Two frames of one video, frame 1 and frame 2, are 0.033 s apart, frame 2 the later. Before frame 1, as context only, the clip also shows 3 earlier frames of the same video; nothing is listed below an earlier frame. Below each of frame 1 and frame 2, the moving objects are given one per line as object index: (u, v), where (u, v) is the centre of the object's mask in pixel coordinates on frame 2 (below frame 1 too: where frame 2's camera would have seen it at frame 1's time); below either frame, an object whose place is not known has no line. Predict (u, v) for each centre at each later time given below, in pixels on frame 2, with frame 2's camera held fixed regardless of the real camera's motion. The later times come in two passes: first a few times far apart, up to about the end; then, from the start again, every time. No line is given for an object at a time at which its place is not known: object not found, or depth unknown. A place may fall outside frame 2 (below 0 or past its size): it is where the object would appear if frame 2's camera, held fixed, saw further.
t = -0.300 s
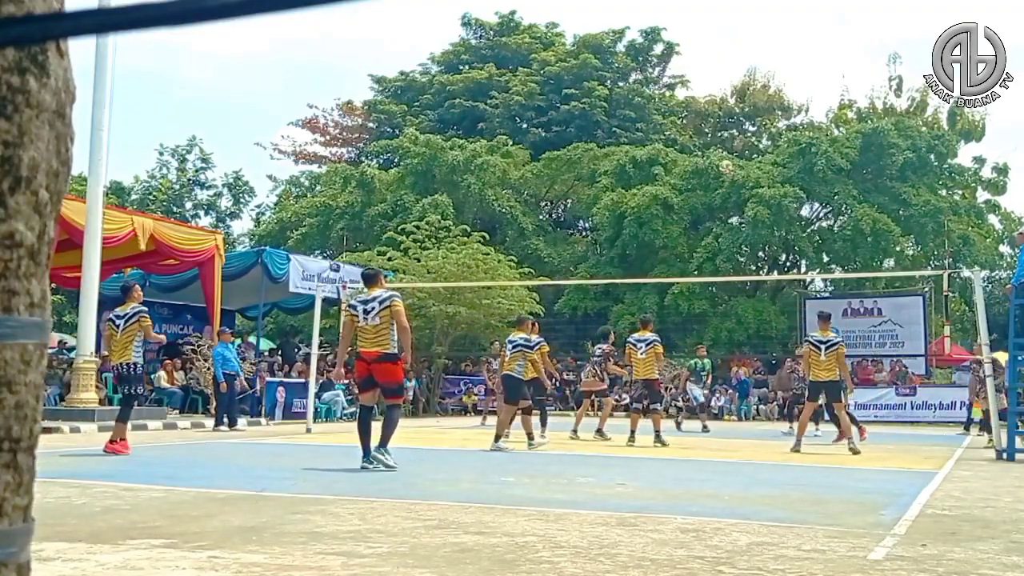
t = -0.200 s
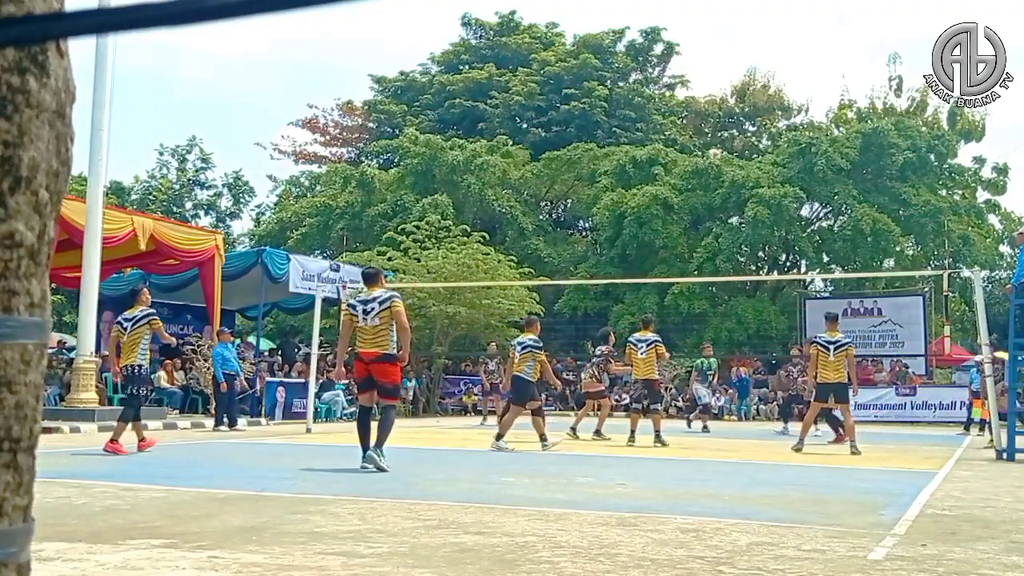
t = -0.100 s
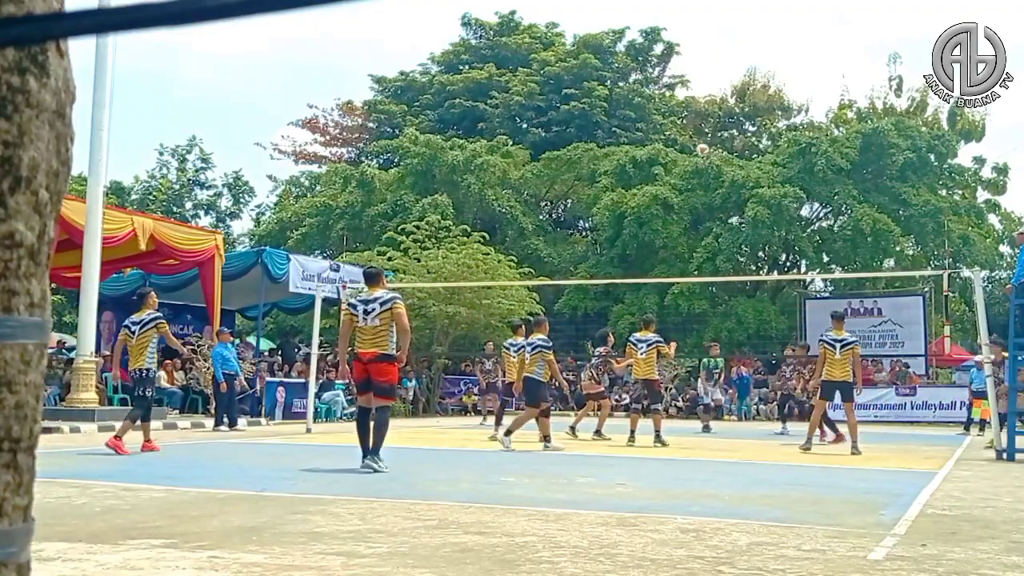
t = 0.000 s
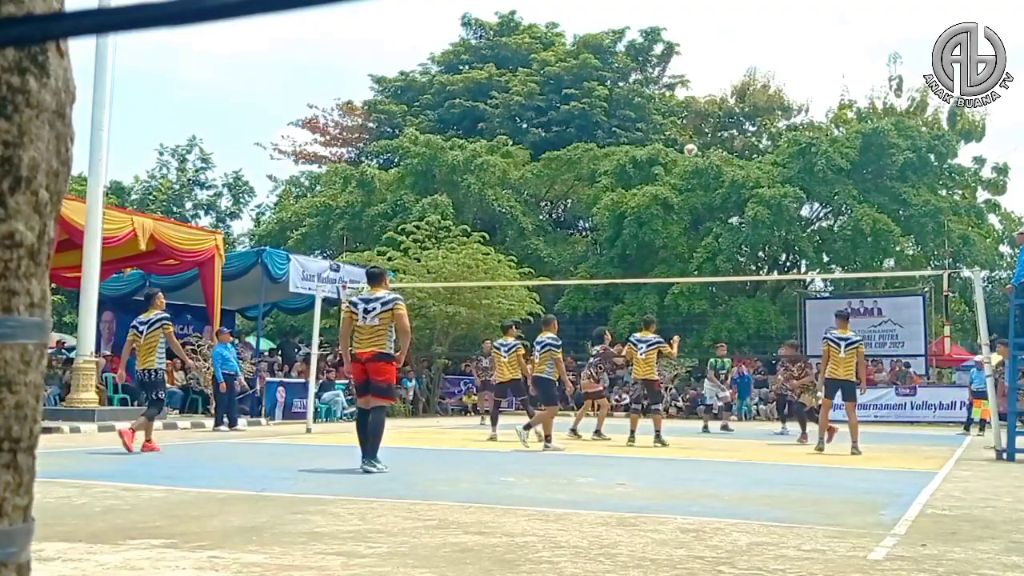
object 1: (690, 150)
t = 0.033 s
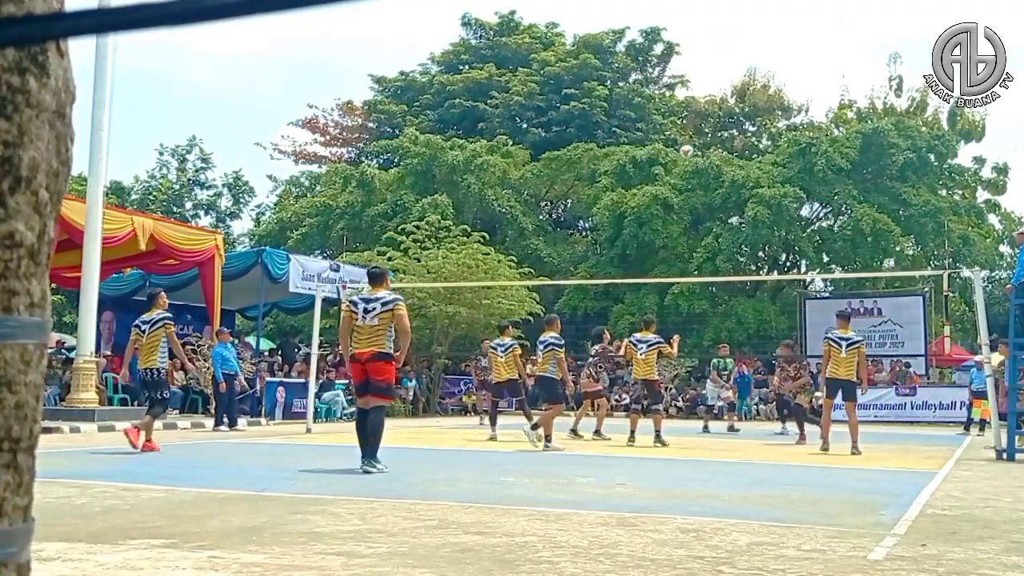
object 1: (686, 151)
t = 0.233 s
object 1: (660, 173)
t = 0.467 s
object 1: (632, 230)
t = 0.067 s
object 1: (683, 152)
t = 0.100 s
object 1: (678, 155)
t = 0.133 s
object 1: (674, 159)
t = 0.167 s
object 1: (670, 163)
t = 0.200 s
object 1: (665, 167)
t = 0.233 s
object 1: (660, 173)
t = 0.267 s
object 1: (657, 178)
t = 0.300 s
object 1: (653, 185)
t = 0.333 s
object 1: (649, 192)
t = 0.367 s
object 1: (645, 201)
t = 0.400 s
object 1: (640, 210)
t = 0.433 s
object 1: (636, 220)
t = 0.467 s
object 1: (632, 230)
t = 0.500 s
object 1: (628, 241)
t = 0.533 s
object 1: (623, 252)
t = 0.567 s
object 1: (619, 264)
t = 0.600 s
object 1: (615, 275)
